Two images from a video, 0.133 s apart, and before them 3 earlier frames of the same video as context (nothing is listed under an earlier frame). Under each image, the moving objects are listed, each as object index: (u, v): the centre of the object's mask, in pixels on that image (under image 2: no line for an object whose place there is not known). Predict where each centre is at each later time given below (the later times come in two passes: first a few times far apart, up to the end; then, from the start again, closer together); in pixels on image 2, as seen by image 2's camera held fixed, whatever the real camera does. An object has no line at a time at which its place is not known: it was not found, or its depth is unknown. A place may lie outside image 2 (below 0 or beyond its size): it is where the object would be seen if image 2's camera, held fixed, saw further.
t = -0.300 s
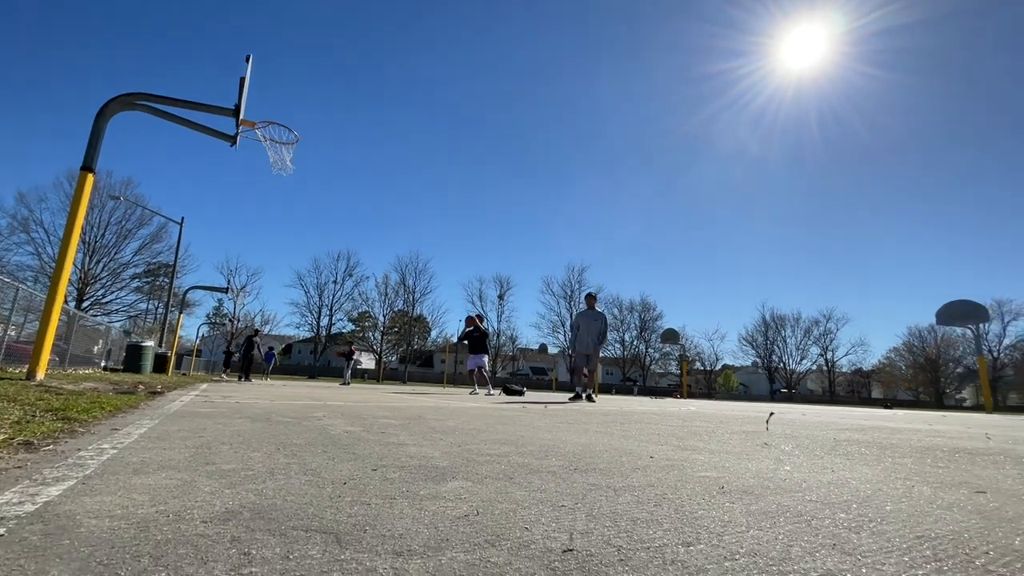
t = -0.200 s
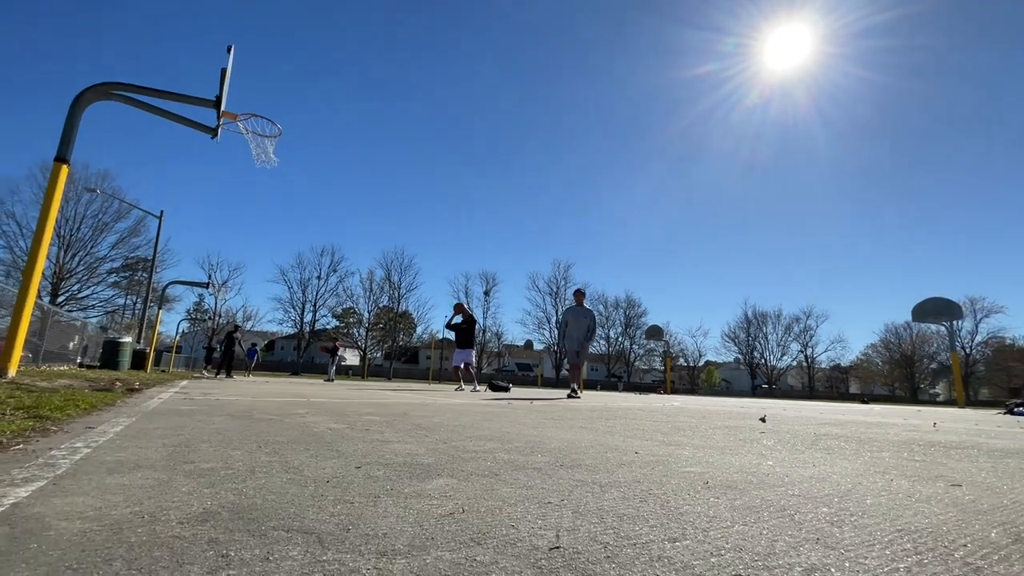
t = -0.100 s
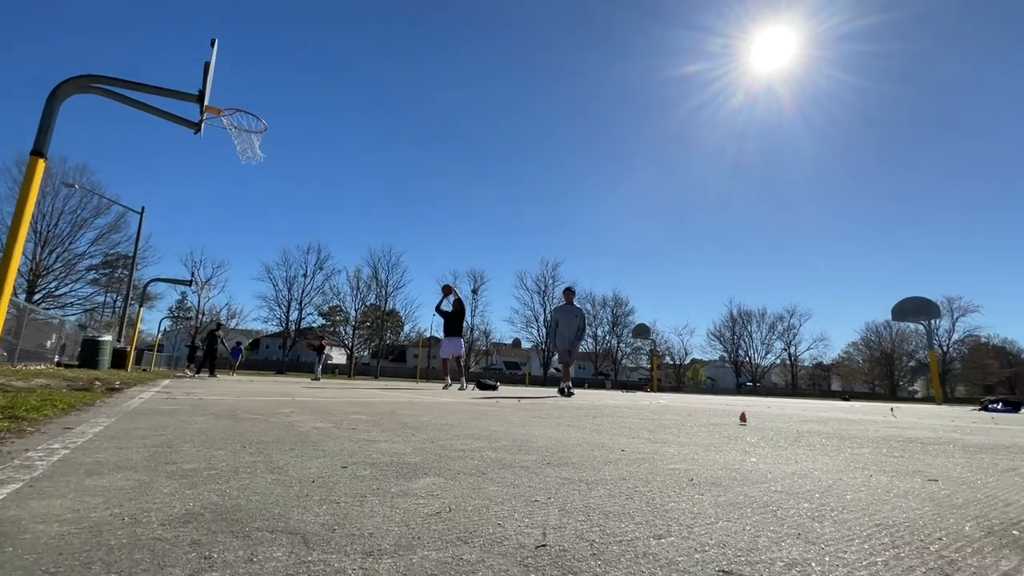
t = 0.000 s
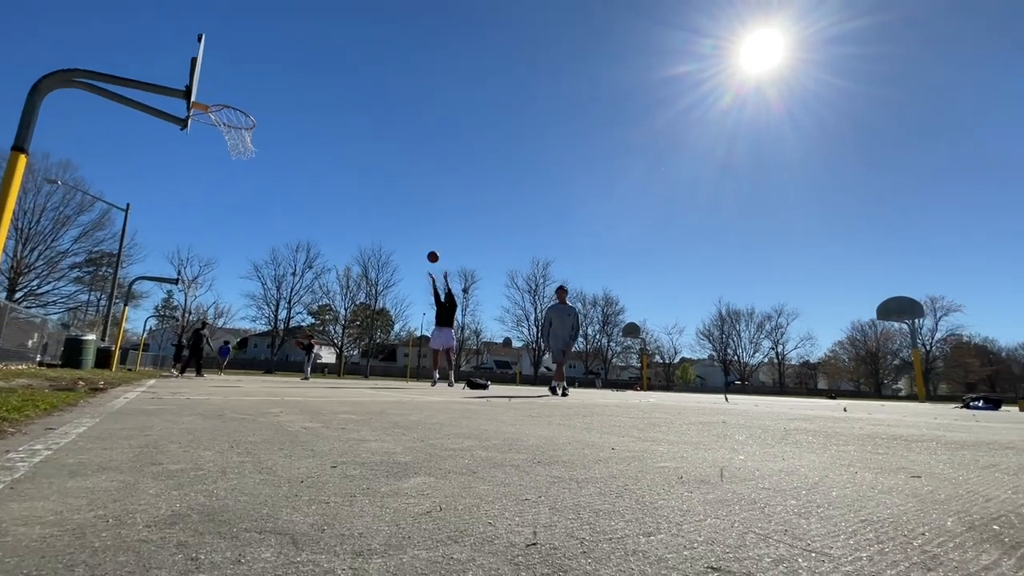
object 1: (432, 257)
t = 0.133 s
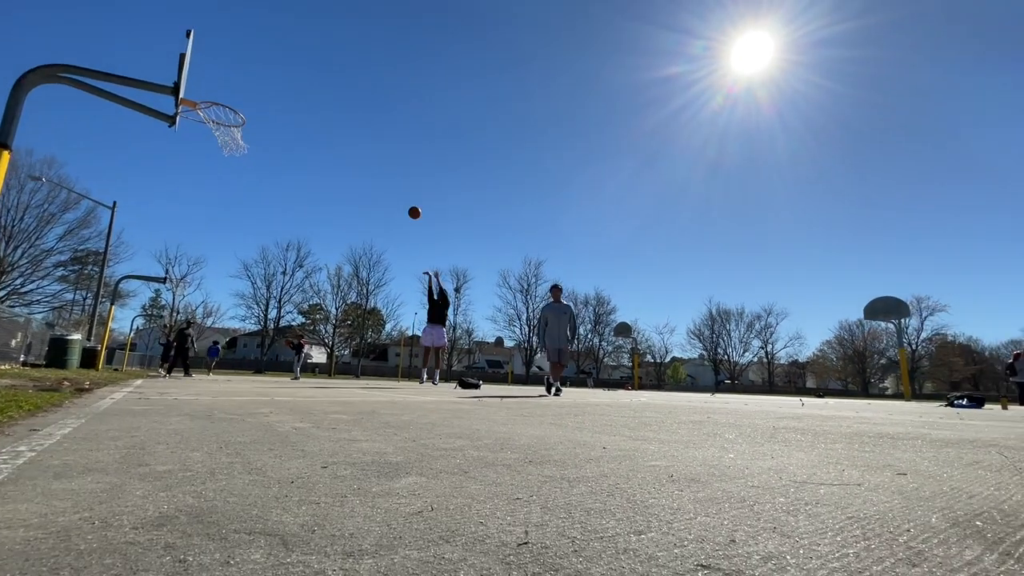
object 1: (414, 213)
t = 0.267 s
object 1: (403, 174)
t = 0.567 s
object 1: (369, 108)
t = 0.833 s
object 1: (328, 80)
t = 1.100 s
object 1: (269, 93)
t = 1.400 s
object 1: (222, 122)
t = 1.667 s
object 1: (232, 150)
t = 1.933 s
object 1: (203, 220)
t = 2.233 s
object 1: (163, 364)
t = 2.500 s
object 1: (162, 247)
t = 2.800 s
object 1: (149, 204)
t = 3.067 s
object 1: (124, 239)
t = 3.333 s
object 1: (85, 347)
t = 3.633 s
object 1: (58, 375)
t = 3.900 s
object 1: (49, 375)
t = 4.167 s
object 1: (43, 375)
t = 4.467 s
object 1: (41, 375)
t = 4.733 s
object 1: (44, 375)
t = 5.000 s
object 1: (48, 376)
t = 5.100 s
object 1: (49, 376)
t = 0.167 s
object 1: (411, 202)
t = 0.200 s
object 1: (408, 192)
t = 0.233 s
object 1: (406, 183)
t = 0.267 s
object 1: (403, 174)
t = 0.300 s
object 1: (399, 165)
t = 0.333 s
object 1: (395, 157)
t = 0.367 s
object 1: (392, 149)
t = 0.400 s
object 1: (388, 141)
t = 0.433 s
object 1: (385, 133)
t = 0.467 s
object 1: (381, 126)
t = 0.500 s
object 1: (377, 120)
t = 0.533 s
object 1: (373, 114)
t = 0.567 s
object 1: (369, 108)
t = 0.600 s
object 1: (364, 103)
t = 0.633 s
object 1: (359, 98)
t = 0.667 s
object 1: (355, 94)
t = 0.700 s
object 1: (350, 90)
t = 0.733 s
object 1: (344, 87)
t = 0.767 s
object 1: (339, 84)
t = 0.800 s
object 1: (334, 82)
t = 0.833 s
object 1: (328, 80)
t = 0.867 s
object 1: (322, 79)
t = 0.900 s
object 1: (315, 79)
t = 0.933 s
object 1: (308, 79)
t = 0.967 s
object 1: (301, 80)
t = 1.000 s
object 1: (294, 82)
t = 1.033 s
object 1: (286, 85)
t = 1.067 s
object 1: (278, 88)
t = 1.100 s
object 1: (269, 93)
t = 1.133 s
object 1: (260, 98)
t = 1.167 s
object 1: (250, 105)
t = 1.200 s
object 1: (239, 112)
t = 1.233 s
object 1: (228, 110)
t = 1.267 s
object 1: (216, 109)
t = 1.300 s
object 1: (213, 112)
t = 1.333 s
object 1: (212, 117)
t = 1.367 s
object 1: (216, 120)
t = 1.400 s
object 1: (222, 122)
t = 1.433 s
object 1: (230, 125)
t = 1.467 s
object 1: (235, 129)
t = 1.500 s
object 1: (237, 132)
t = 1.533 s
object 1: (239, 137)
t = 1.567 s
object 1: (239, 140)
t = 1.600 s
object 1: (237, 143)
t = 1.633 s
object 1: (234, 146)
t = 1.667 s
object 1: (232, 150)
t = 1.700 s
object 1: (228, 155)
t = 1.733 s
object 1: (225, 161)
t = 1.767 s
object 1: (222, 168)
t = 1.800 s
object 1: (218, 176)
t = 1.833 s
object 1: (215, 185)
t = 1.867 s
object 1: (211, 196)
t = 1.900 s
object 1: (207, 207)
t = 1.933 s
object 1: (203, 220)
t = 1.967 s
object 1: (199, 234)
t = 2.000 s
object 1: (195, 250)
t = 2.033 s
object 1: (190, 267)
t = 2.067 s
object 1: (186, 285)
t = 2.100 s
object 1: (180, 306)
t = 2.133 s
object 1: (175, 326)
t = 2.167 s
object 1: (170, 349)
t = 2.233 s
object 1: (163, 364)
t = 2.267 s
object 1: (163, 345)
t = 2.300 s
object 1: (164, 327)
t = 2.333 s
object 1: (164, 311)
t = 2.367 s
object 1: (163, 296)
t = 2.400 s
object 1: (163, 282)
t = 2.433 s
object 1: (163, 269)
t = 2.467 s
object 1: (162, 258)
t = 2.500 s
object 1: (162, 247)
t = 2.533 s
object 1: (161, 238)
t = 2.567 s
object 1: (160, 230)
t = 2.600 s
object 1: (159, 223)
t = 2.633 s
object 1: (158, 217)
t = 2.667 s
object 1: (157, 212)
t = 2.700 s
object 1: (155, 208)
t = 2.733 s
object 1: (153, 206)
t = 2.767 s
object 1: (151, 204)
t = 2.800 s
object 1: (149, 204)
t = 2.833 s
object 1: (147, 204)
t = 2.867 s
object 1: (144, 206)
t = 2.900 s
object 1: (141, 208)
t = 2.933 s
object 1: (138, 212)
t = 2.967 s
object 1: (135, 217)
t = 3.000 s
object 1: (132, 223)
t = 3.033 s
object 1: (128, 230)
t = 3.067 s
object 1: (124, 239)
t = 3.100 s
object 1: (121, 248)
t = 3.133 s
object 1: (116, 258)
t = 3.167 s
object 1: (111, 270)
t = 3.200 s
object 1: (106, 283)
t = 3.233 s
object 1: (102, 297)
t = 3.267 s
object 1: (97, 313)
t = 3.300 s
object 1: (90, 329)
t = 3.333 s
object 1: (85, 347)
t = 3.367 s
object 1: (79, 366)
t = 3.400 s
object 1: (75, 378)
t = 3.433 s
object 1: (73, 376)
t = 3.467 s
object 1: (70, 373)
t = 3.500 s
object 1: (68, 373)
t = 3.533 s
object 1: (66, 373)
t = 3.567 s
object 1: (63, 376)
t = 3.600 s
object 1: (59, 375)
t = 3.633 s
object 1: (58, 375)
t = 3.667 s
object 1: (57, 375)
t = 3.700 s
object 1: (55, 375)
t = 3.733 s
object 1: (54, 376)
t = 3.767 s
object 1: (53, 376)
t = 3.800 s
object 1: (52, 375)
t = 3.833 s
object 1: (50, 375)
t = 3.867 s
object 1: (49, 375)
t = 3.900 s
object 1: (49, 375)
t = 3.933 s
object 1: (48, 375)
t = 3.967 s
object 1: (48, 375)
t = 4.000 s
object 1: (47, 375)
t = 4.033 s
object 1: (46, 375)
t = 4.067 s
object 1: (45, 375)
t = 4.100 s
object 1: (44, 375)
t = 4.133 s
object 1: (44, 375)
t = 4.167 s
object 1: (43, 375)
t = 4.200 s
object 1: (43, 375)
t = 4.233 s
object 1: (43, 375)
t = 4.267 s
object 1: (42, 375)
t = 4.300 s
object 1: (42, 375)
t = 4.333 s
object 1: (42, 376)
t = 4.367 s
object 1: (42, 375)
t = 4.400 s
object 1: (42, 375)
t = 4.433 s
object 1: (42, 375)
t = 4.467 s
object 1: (41, 375)
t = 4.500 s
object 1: (41, 375)
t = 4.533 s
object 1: (42, 375)
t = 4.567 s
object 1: (42, 375)
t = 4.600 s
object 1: (42, 375)
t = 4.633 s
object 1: (43, 375)
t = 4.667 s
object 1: (43, 375)
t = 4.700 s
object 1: (44, 375)
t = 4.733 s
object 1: (44, 375)
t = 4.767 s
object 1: (44, 375)
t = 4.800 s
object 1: (45, 375)
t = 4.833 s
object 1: (45, 375)
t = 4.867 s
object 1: (46, 375)
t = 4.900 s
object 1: (46, 375)
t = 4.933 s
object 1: (46, 375)
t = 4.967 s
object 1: (47, 376)
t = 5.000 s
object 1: (48, 376)
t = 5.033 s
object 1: (48, 376)
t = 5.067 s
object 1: (49, 375)
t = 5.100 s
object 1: (49, 376)
